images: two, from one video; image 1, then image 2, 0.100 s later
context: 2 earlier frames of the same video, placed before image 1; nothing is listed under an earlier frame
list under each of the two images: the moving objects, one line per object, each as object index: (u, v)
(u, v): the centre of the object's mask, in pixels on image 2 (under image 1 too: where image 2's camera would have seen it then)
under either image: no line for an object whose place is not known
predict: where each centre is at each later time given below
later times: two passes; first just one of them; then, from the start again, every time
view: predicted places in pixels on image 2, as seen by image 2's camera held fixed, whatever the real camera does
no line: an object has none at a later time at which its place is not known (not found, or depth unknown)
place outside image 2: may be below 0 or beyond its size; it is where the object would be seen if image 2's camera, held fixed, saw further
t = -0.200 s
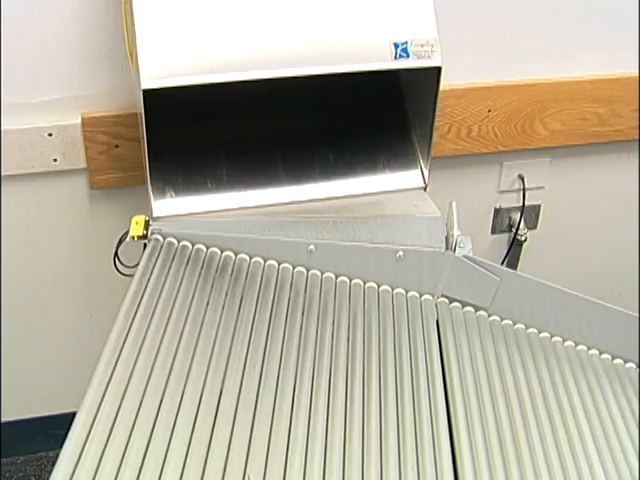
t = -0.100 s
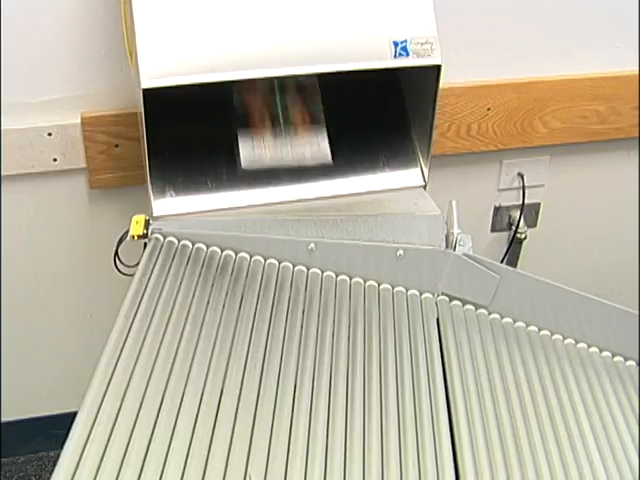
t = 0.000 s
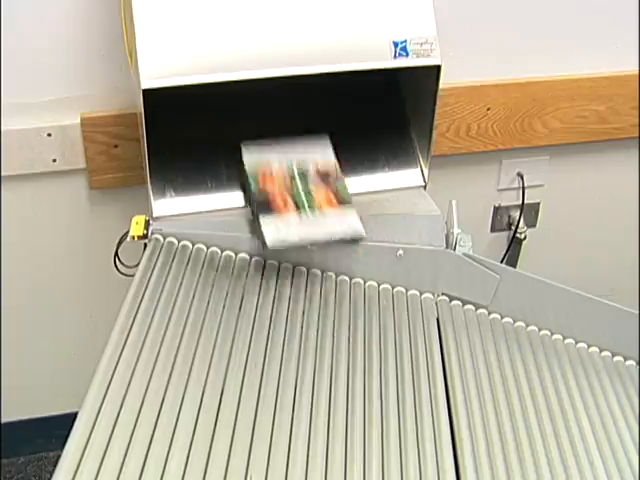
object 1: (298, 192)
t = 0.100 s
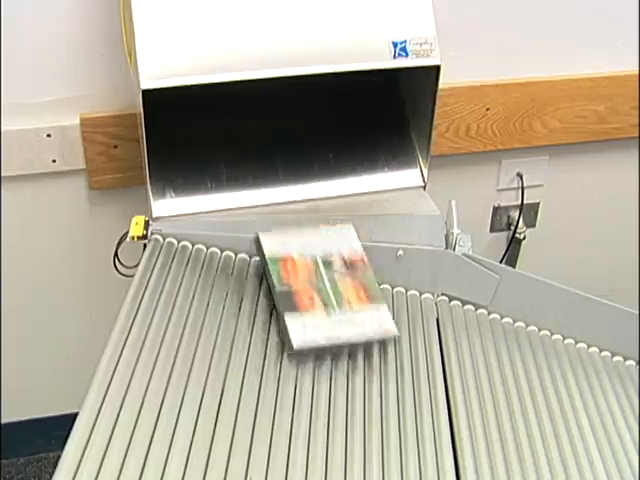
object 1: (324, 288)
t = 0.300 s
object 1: (397, 436)
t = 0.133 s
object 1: (332, 317)
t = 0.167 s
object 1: (342, 352)
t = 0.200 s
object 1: (354, 381)
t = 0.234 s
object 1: (369, 407)
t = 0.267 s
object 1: (383, 424)
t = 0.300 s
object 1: (397, 436)
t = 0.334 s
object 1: (413, 448)
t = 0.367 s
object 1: (429, 460)
